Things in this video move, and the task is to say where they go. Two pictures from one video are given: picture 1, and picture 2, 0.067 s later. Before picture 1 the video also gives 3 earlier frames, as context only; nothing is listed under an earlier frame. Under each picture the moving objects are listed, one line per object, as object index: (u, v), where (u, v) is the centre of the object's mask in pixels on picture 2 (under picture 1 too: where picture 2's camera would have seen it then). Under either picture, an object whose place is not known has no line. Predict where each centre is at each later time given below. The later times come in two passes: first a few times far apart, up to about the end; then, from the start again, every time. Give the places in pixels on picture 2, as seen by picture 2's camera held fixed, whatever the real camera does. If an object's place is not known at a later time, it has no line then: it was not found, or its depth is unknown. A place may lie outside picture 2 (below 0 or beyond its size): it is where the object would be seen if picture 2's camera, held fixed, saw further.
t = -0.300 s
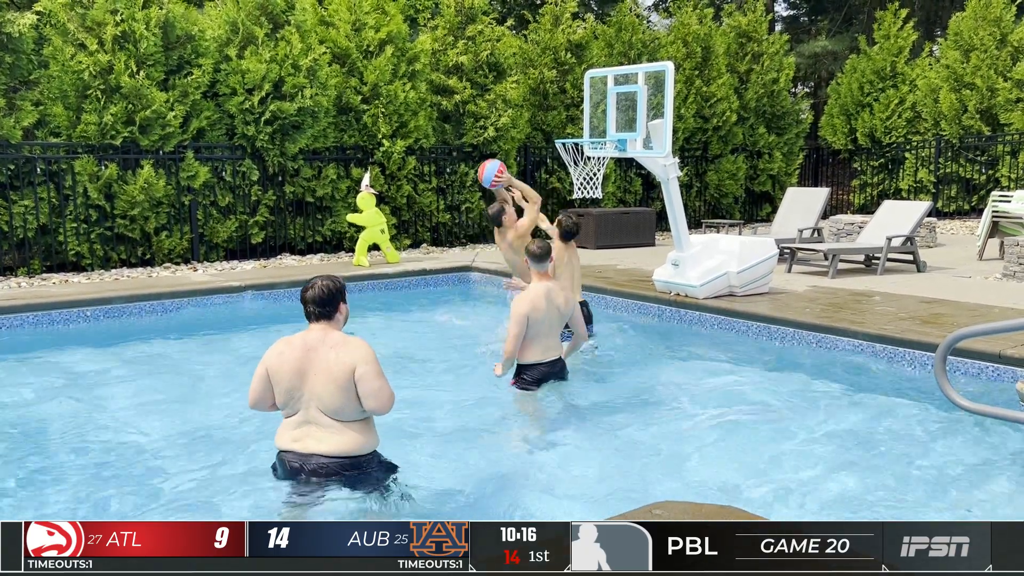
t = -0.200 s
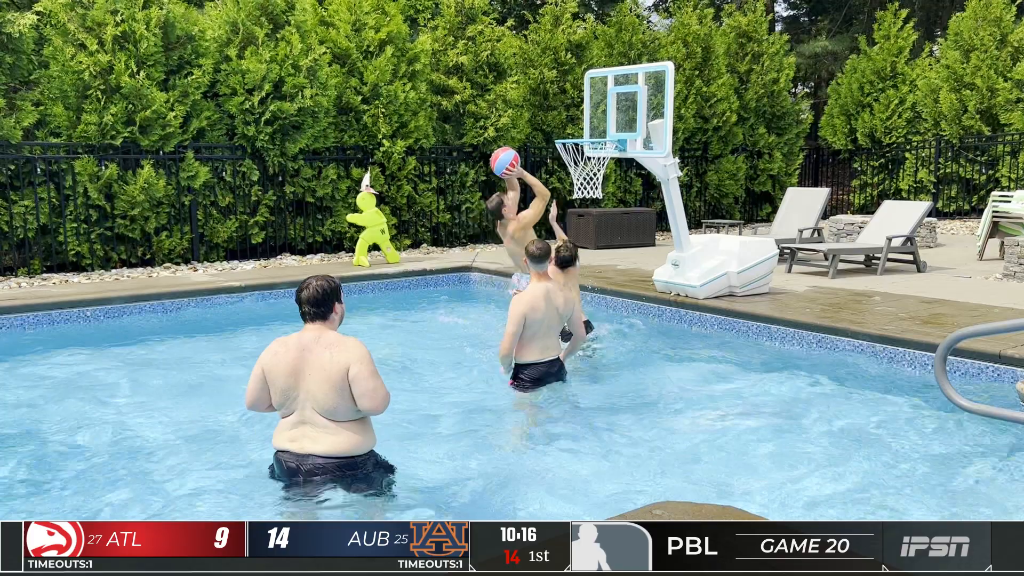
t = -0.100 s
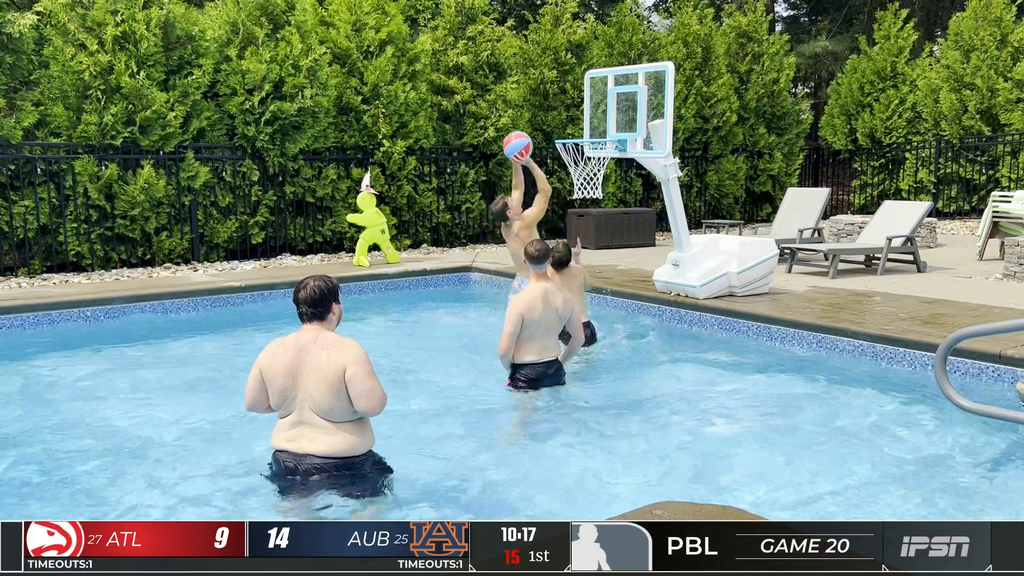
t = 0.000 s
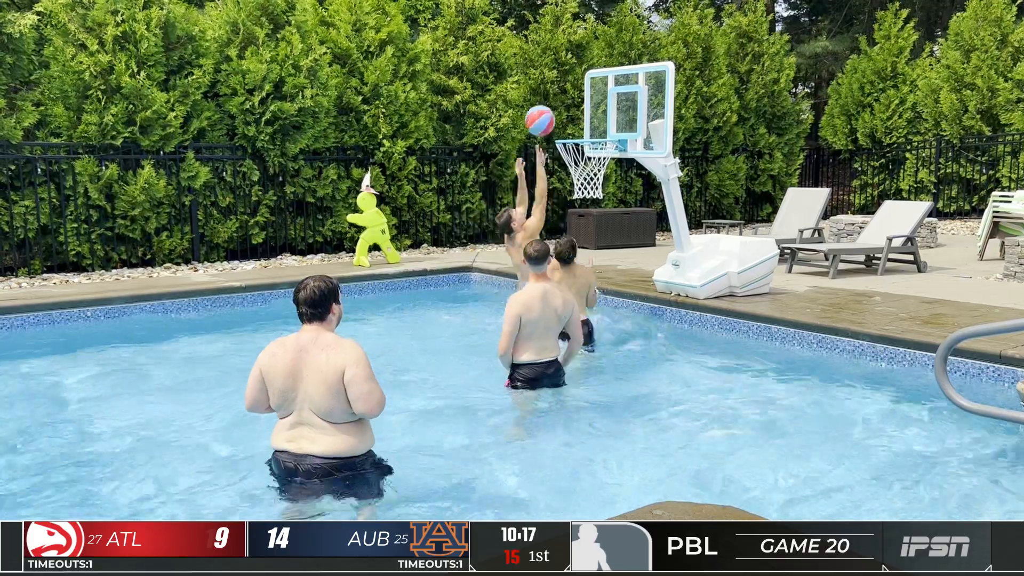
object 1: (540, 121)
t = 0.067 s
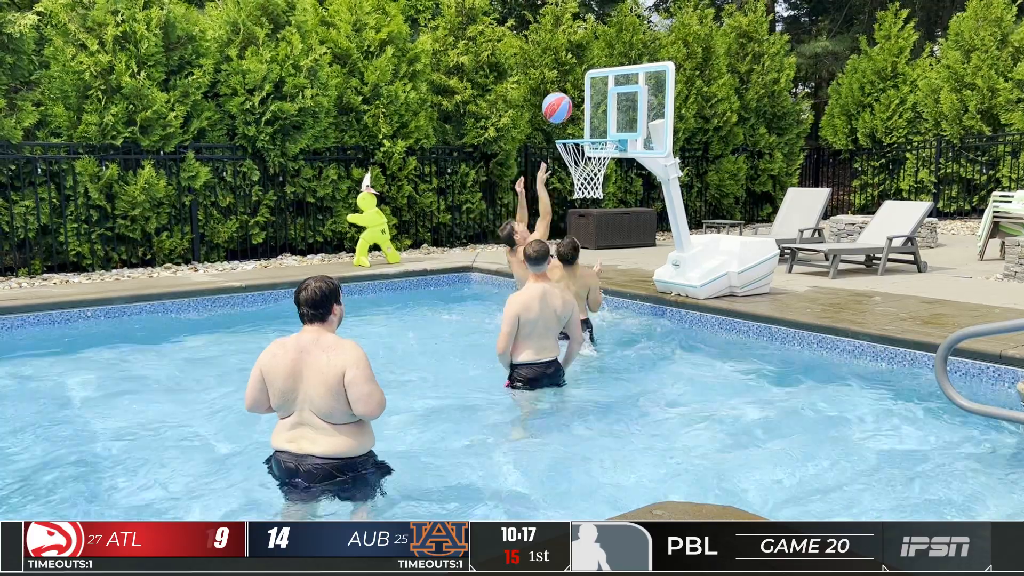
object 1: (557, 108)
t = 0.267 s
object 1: (598, 102)
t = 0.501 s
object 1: (579, 149)
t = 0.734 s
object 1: (577, 179)
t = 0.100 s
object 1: (565, 103)
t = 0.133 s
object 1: (573, 100)
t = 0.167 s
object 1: (582, 98)
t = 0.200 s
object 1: (590, 98)
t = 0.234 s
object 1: (598, 99)
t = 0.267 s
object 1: (598, 102)
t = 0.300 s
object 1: (594, 105)
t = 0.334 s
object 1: (592, 110)
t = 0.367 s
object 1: (590, 117)
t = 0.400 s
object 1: (587, 125)
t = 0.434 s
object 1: (585, 130)
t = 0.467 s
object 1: (582, 139)
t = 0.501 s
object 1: (579, 149)
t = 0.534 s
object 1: (576, 160)
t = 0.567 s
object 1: (575, 170)
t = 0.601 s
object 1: (574, 174)
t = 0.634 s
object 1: (575, 175)
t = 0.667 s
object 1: (576, 175)
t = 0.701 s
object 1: (576, 177)
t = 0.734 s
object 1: (577, 179)
